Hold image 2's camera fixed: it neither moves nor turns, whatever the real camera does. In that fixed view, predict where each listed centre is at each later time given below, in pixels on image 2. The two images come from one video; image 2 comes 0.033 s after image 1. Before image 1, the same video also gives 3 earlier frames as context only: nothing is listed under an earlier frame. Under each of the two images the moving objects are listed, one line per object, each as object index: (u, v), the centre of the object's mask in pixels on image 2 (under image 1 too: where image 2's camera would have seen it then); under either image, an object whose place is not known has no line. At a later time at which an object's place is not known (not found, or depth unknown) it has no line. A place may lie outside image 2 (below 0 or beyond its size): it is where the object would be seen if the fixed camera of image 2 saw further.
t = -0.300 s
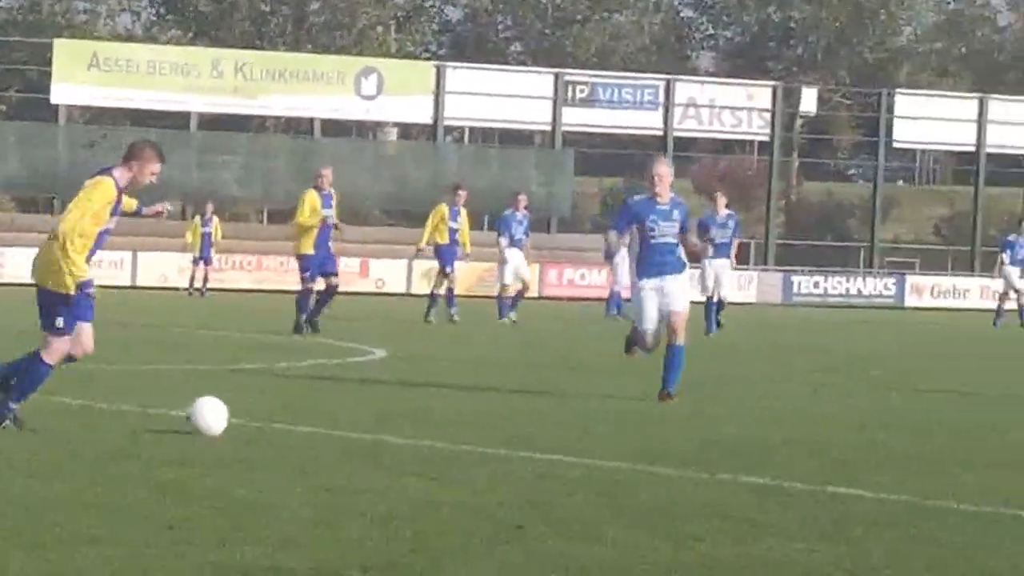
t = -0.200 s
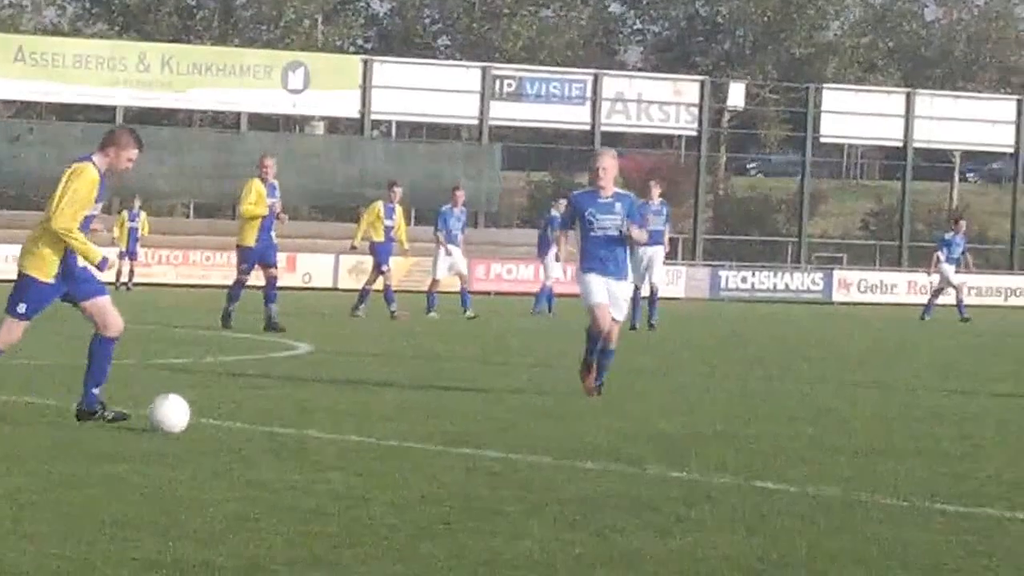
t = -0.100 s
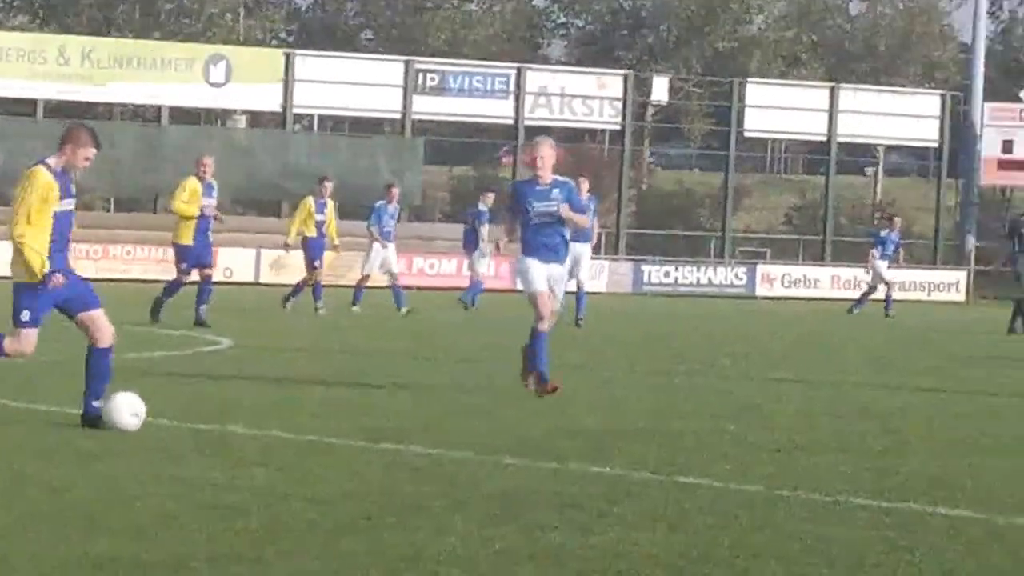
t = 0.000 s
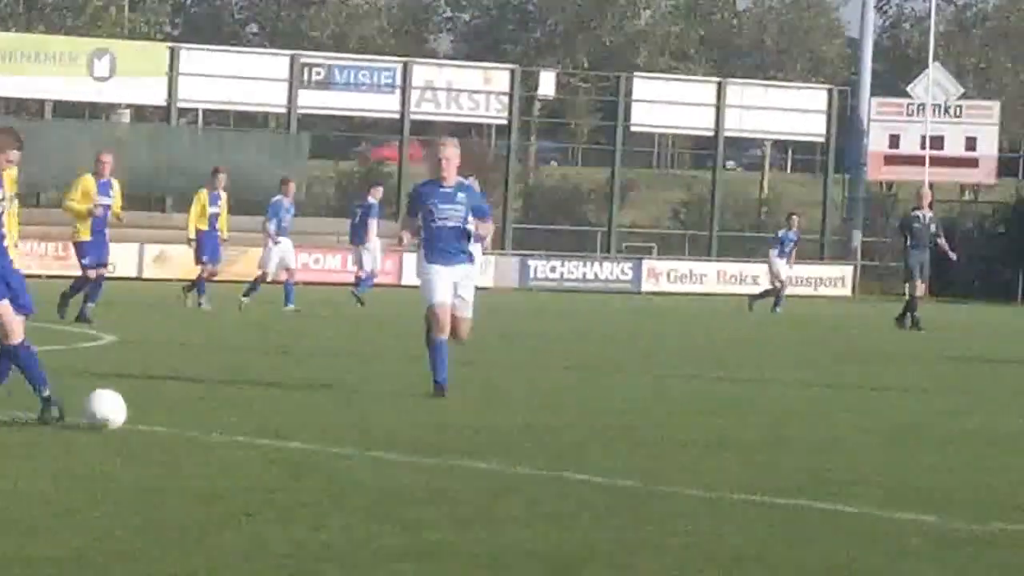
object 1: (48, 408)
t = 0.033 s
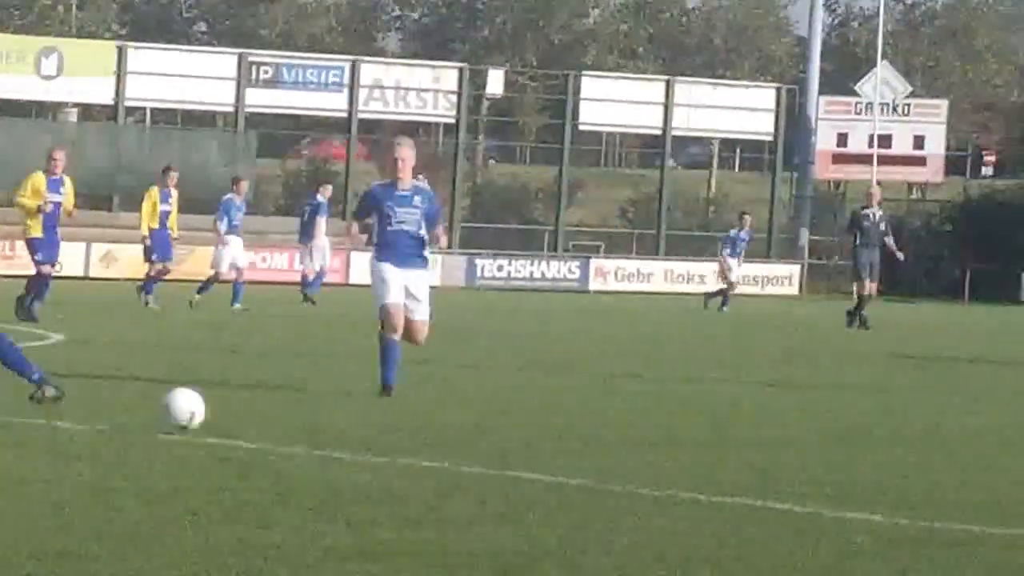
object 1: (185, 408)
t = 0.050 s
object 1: (251, 407)
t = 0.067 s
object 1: (315, 407)
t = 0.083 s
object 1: (379, 408)
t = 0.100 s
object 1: (442, 408)
